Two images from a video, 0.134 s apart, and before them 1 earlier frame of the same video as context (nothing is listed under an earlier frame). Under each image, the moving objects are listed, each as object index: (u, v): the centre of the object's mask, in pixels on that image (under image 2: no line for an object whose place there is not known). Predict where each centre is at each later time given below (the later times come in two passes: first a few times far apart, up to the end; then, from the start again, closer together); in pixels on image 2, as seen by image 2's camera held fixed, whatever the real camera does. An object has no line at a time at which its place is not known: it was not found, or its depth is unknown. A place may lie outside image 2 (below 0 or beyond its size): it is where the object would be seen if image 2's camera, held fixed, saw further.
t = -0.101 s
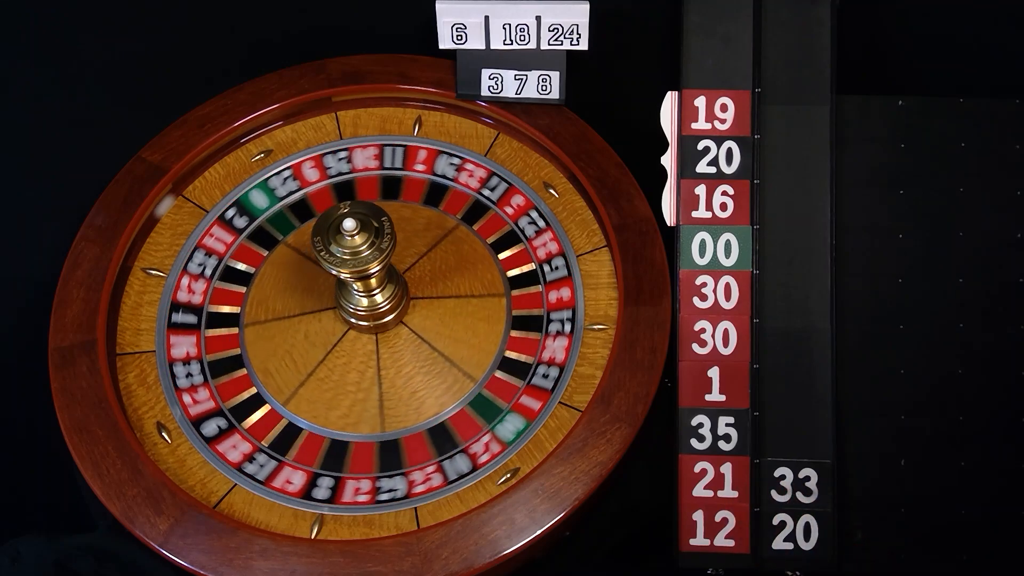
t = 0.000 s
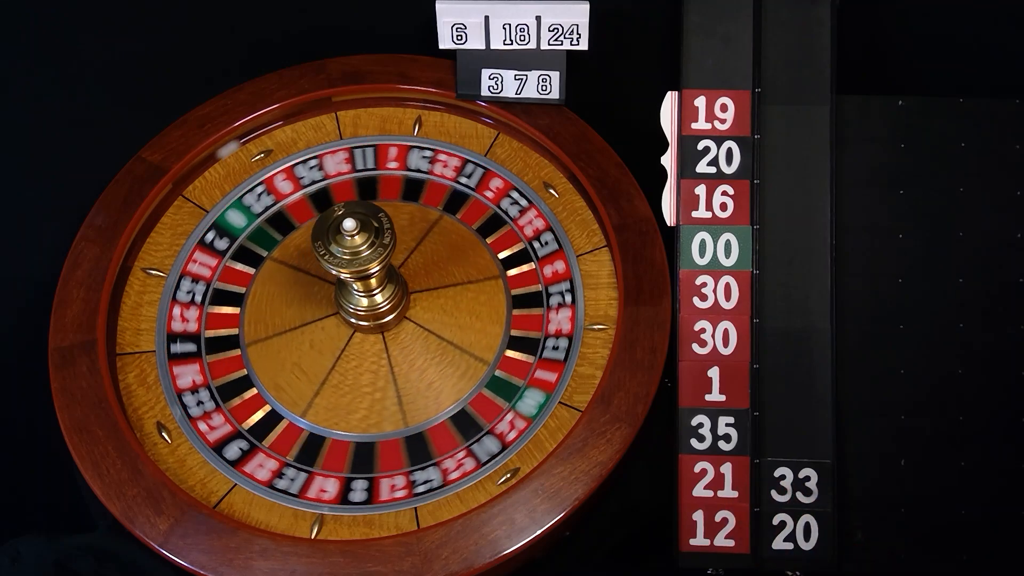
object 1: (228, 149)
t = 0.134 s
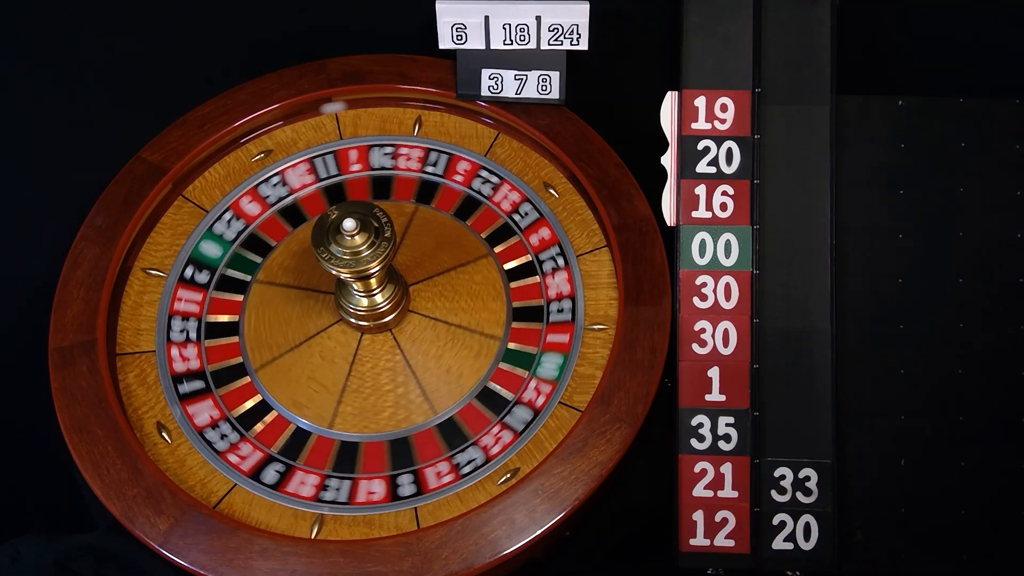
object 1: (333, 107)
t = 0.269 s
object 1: (443, 108)
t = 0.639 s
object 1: (615, 304)
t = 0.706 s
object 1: (607, 358)
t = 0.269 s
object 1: (443, 108)
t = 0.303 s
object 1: (468, 114)
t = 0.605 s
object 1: (614, 277)
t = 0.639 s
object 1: (615, 304)
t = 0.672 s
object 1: (613, 332)
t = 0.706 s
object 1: (607, 358)
